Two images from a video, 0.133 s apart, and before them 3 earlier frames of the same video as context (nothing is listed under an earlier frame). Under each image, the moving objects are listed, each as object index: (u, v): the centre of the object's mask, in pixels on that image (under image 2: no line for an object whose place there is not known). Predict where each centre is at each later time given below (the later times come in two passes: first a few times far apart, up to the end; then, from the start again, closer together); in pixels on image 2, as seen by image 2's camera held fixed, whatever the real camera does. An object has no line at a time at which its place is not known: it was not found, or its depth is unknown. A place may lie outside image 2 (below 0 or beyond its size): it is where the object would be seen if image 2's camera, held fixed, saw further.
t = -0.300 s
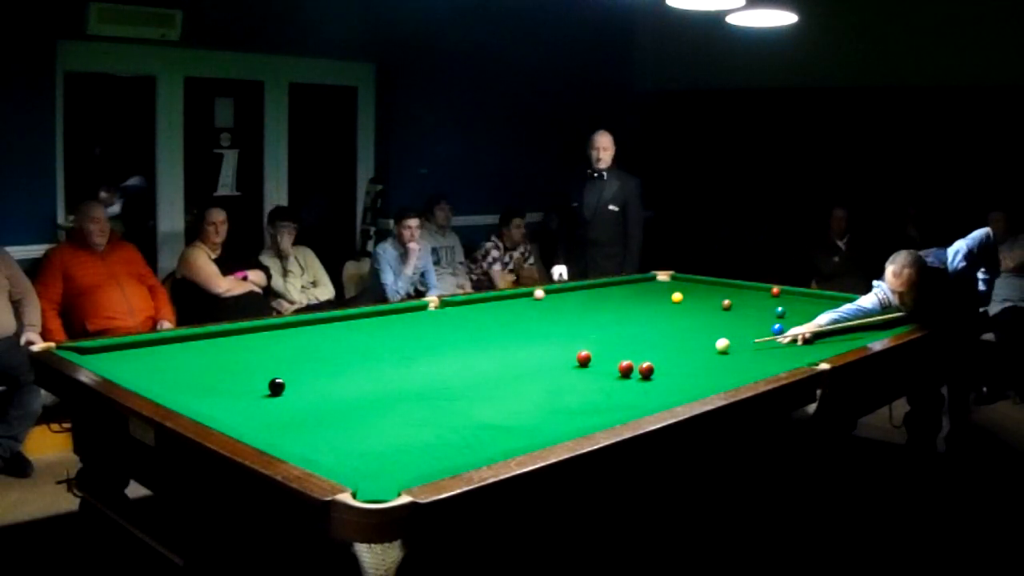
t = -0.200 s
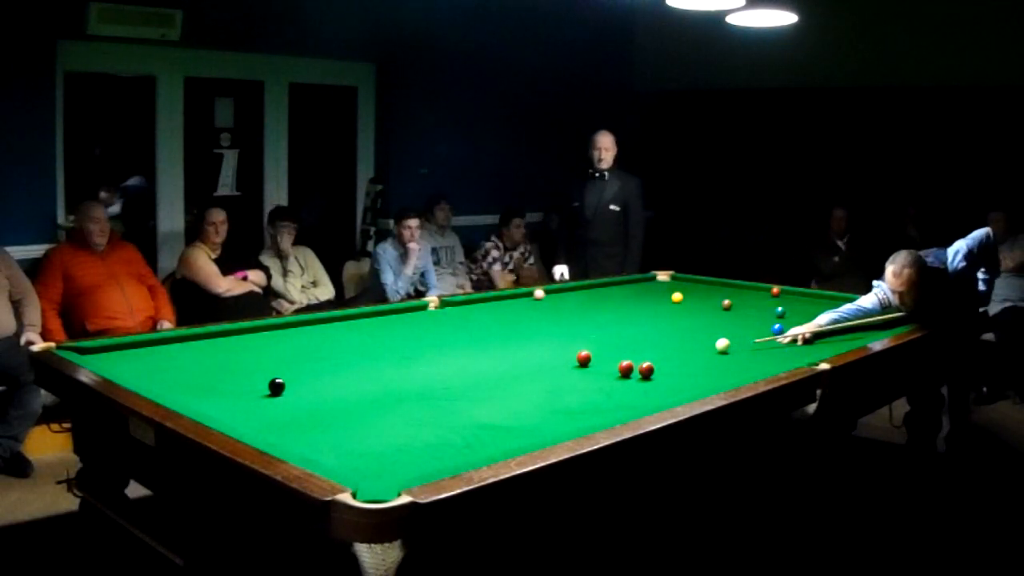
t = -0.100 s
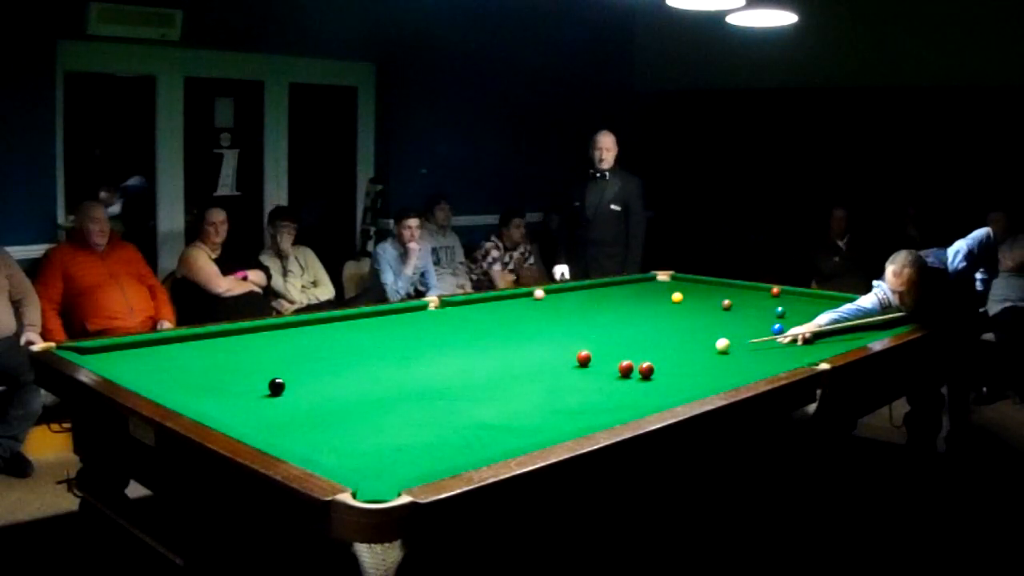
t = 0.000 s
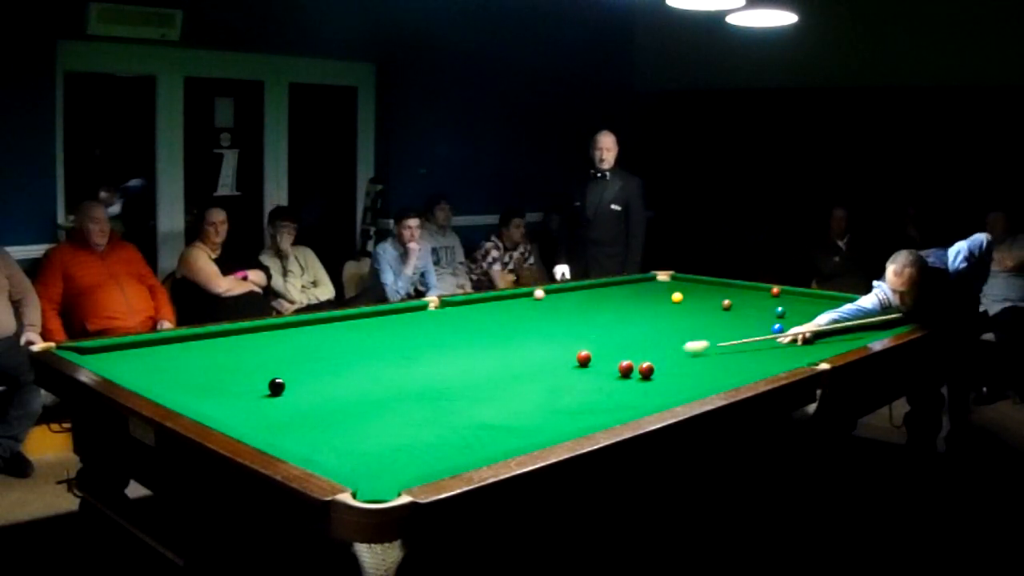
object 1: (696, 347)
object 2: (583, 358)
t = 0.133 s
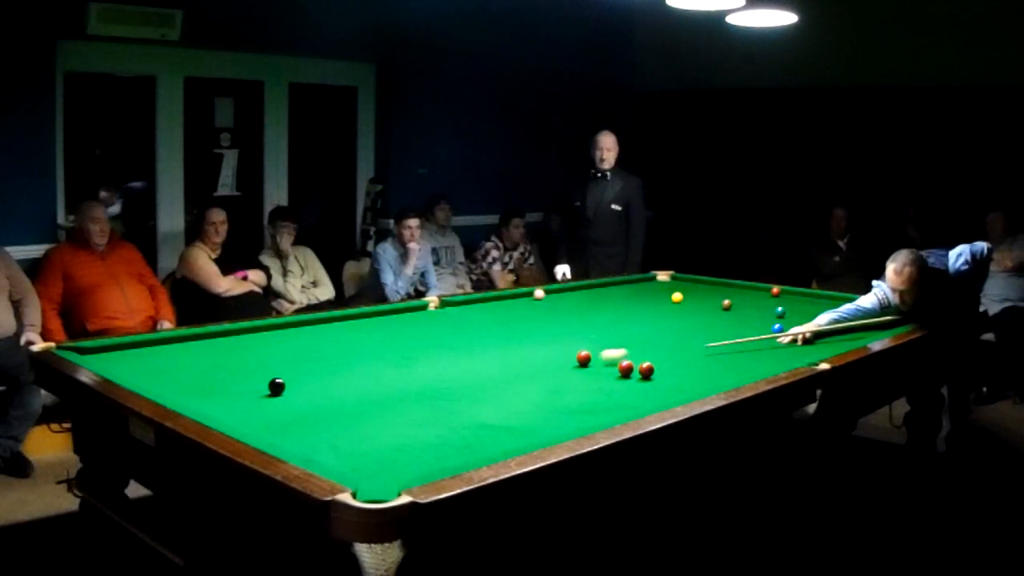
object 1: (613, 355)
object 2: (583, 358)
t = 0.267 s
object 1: (599, 364)
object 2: (516, 357)
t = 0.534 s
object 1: (591, 381)
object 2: (383, 357)
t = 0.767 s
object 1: (583, 396)
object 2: (284, 357)
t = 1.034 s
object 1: (573, 416)
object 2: (175, 356)
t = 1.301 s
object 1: (547, 429)
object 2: (77, 350)
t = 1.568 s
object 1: (495, 439)
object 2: (87, 350)
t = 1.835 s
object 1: (443, 445)
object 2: (110, 347)
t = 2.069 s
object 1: (399, 450)
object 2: (130, 345)
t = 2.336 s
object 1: (350, 456)
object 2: (150, 343)
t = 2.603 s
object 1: (325, 454)
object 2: (167, 341)
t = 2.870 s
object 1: (339, 450)
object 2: (182, 339)
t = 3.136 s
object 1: (352, 444)
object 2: (195, 339)
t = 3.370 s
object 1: (362, 439)
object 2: (205, 338)
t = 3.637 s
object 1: (371, 435)
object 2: (215, 336)
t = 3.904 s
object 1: (377, 432)
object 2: (222, 336)
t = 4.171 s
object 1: (382, 429)
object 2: (228, 335)
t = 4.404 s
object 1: (385, 428)
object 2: (231, 334)
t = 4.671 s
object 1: (386, 427)
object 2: (233, 334)
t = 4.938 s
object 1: (387, 426)
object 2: (233, 334)
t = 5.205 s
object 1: (386, 426)
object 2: (232, 334)
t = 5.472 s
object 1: (387, 426)
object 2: (233, 334)
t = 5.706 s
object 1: (387, 426)
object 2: (232, 334)
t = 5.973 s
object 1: (387, 426)
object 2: (232, 334)
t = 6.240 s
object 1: (386, 426)
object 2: (232, 334)
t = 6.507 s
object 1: (387, 426)
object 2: (232, 334)
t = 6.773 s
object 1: (389, 426)
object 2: (234, 334)
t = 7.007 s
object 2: (234, 334)
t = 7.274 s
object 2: (234, 334)
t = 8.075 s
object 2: (228, 333)
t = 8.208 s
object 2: (227, 333)
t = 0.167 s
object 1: (598, 358)
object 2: (576, 357)
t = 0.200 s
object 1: (599, 360)
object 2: (556, 357)
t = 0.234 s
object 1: (599, 362)
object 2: (536, 357)
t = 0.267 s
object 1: (599, 364)
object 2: (516, 357)
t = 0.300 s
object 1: (598, 366)
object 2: (497, 357)
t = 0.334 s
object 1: (597, 369)
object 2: (479, 357)
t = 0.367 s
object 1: (596, 370)
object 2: (460, 357)
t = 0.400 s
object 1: (595, 372)
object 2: (444, 358)
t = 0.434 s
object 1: (594, 374)
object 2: (428, 358)
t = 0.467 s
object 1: (593, 376)
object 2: (413, 357)
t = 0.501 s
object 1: (592, 378)
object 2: (398, 357)
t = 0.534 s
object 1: (591, 381)
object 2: (383, 357)
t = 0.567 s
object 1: (590, 383)
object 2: (369, 357)
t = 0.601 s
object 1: (589, 385)
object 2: (355, 357)
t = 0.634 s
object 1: (588, 387)
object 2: (341, 357)
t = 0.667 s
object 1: (587, 389)
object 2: (326, 357)
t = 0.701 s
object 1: (585, 391)
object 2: (312, 356)
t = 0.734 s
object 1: (585, 394)
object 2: (298, 357)
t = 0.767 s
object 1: (583, 396)
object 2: (284, 357)
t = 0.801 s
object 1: (582, 398)
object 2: (271, 356)
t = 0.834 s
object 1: (581, 401)
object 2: (257, 356)
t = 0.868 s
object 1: (580, 403)
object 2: (243, 356)
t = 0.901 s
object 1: (579, 406)
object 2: (229, 356)
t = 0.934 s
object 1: (577, 408)
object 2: (215, 356)
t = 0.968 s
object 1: (576, 411)
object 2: (201, 356)
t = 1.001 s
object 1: (575, 414)
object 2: (188, 356)
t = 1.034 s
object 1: (573, 416)
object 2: (175, 356)
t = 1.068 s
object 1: (572, 418)
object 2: (162, 355)
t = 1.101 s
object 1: (571, 420)
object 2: (149, 355)
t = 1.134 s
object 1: (569, 422)
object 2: (136, 355)
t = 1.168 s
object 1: (567, 424)
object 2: (123, 355)
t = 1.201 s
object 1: (566, 425)
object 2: (111, 355)
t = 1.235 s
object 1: (561, 427)
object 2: (98, 353)
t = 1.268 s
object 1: (553, 428)
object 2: (86, 352)
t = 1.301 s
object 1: (547, 429)
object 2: (77, 350)
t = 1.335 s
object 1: (540, 431)
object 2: (76, 349)
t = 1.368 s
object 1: (534, 432)
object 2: (75, 349)
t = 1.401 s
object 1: (528, 433)
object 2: (74, 349)
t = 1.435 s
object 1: (521, 434)
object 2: (74, 350)
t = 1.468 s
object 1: (514, 436)
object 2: (77, 350)
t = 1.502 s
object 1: (508, 437)
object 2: (81, 350)
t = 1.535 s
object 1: (501, 438)
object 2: (84, 350)
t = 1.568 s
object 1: (495, 439)
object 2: (87, 350)
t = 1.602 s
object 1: (488, 440)
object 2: (90, 350)
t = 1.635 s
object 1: (482, 441)
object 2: (93, 349)
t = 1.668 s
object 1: (476, 442)
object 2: (96, 349)
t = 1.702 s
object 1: (469, 442)
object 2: (98, 349)
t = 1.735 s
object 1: (462, 443)
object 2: (101, 348)
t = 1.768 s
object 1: (457, 444)
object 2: (104, 348)
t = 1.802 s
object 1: (450, 445)
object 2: (108, 346)
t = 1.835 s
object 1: (443, 445)
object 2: (110, 347)
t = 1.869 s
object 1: (437, 446)
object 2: (113, 346)
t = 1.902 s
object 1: (431, 447)
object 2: (116, 346)
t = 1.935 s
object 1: (424, 448)
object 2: (119, 346)
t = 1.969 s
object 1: (417, 448)
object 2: (121, 346)
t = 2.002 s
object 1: (411, 449)
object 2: (125, 345)
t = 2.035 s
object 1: (405, 450)
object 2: (127, 345)
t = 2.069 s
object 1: (399, 450)
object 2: (130, 345)
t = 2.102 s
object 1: (392, 451)
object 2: (132, 345)
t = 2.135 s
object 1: (386, 452)
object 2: (135, 345)
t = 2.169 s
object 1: (381, 452)
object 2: (137, 344)
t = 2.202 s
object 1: (375, 453)
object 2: (140, 344)
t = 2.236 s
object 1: (368, 454)
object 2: (142, 344)
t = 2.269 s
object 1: (362, 454)
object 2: (144, 343)
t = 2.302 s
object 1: (356, 455)
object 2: (147, 343)
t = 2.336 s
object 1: (350, 456)
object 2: (150, 343)
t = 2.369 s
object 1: (345, 457)
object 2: (152, 342)
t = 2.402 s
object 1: (339, 457)
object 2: (154, 342)
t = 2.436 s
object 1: (333, 456)
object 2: (157, 342)
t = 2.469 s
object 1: (327, 455)
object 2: (158, 342)
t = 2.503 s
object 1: (322, 455)
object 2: (160, 342)
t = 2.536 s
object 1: (321, 454)
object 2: (163, 342)
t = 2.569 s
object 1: (323, 454)
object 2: (165, 341)
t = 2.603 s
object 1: (325, 454)
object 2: (167, 341)
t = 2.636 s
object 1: (327, 454)
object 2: (169, 341)
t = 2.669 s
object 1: (329, 454)
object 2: (171, 341)
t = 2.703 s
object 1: (331, 453)
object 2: (173, 341)
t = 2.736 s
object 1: (332, 453)
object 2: (174, 340)
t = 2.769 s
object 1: (334, 453)
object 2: (176, 340)
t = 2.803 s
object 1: (336, 452)
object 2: (178, 340)
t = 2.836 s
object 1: (337, 452)
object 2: (180, 340)
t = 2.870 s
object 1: (339, 450)
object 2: (182, 339)
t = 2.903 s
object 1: (341, 450)
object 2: (184, 339)
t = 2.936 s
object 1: (343, 449)
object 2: (186, 339)
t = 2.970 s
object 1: (344, 448)
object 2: (187, 339)
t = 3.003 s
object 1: (346, 447)
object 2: (189, 339)
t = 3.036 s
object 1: (348, 446)
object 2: (191, 339)
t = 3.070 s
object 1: (349, 445)
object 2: (192, 339)
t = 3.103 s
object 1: (351, 445)
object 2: (194, 338)
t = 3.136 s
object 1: (352, 444)
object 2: (195, 339)
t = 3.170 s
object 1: (353, 443)
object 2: (197, 338)
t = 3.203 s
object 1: (355, 443)
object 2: (198, 338)
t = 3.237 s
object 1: (357, 442)
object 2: (200, 338)
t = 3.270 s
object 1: (358, 441)
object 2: (201, 338)
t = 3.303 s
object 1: (359, 441)
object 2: (202, 337)
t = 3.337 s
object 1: (360, 440)
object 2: (204, 337)
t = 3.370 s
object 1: (362, 439)
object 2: (205, 338)
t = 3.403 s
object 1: (363, 439)
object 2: (207, 337)
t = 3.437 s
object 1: (364, 439)
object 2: (208, 337)
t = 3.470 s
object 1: (365, 438)
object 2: (209, 337)
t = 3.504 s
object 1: (367, 437)
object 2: (210, 337)
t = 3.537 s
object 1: (368, 437)
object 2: (211, 337)
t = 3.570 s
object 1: (369, 436)
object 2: (213, 337)
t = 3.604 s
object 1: (370, 436)
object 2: (214, 337)
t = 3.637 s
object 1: (371, 435)
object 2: (215, 336)
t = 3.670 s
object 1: (372, 435)
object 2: (216, 336)
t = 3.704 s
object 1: (372, 434)
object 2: (217, 336)
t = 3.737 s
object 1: (373, 434)
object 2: (218, 336)
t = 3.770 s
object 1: (374, 433)
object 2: (219, 336)
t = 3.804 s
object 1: (375, 433)
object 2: (220, 335)
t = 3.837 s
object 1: (375, 432)
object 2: (220, 335)
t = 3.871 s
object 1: (376, 432)
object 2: (222, 336)
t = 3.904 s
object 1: (377, 432)
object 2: (222, 336)
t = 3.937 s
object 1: (377, 432)
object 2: (223, 335)
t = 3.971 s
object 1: (378, 431)
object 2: (224, 335)
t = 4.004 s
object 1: (378, 431)
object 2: (224, 335)
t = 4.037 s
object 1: (379, 431)
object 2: (225, 335)
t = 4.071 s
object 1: (380, 430)
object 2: (226, 335)
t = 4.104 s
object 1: (380, 430)
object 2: (227, 335)
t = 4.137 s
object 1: (381, 430)
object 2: (227, 335)
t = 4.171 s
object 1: (382, 429)
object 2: (228, 335)
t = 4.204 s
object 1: (382, 429)
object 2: (228, 335)
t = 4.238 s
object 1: (383, 429)
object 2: (228, 335)
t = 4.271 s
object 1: (383, 428)
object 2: (229, 335)
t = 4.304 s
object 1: (384, 428)
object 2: (230, 335)
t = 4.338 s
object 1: (384, 428)
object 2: (230, 335)
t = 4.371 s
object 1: (384, 428)
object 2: (230, 335)
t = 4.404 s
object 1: (385, 428)
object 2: (231, 334)
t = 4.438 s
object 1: (385, 428)
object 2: (231, 334)
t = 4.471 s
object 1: (385, 427)
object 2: (232, 334)
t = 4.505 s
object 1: (386, 427)
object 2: (232, 334)
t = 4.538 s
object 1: (386, 427)
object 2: (232, 334)
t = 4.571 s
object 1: (386, 427)
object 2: (232, 334)
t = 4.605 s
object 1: (386, 427)
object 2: (232, 334)
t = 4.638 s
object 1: (386, 427)
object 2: (233, 334)
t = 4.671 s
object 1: (386, 427)
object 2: (233, 334)
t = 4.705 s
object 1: (386, 426)
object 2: (233, 334)
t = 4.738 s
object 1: (387, 426)
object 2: (233, 334)
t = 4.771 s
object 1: (386, 426)
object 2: (233, 334)
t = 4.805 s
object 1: (386, 426)
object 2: (233, 334)
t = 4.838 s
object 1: (387, 426)
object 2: (233, 334)
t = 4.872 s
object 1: (386, 426)
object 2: (233, 334)
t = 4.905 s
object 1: (387, 426)
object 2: (233, 334)
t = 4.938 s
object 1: (387, 426)
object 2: (233, 334)
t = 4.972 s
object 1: (387, 426)
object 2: (233, 334)
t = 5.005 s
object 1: (387, 426)
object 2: (233, 334)
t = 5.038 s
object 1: (387, 426)
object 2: (232, 334)
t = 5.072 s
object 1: (387, 426)
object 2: (233, 334)
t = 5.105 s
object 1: (387, 426)
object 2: (233, 334)
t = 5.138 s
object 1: (387, 426)
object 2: (233, 334)
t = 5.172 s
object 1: (387, 426)
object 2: (233, 334)
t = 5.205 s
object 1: (386, 426)
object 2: (232, 334)
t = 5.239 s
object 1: (387, 426)
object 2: (232, 334)
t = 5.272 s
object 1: (387, 426)
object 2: (233, 334)
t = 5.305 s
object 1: (387, 426)
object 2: (233, 334)
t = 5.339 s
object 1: (387, 426)
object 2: (232, 334)
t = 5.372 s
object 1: (387, 426)
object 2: (233, 334)
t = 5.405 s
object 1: (387, 426)
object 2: (232, 334)
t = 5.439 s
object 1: (387, 426)
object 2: (233, 334)
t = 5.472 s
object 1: (387, 426)
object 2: (233, 334)
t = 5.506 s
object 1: (387, 426)
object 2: (233, 334)
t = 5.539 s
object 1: (387, 426)
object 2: (233, 334)
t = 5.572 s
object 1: (387, 426)
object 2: (232, 334)
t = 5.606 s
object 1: (387, 426)
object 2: (233, 334)
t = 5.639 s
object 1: (387, 426)
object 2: (233, 334)
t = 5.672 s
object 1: (387, 426)
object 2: (233, 334)
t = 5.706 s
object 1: (387, 426)
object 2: (232, 334)
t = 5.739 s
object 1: (387, 426)
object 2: (233, 334)
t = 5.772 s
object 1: (387, 426)
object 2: (232, 334)
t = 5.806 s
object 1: (387, 426)
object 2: (233, 334)
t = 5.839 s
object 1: (387, 426)
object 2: (232, 334)
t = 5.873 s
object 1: (387, 426)
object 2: (232, 334)
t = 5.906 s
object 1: (387, 426)
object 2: (233, 334)
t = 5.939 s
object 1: (387, 426)
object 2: (233, 334)
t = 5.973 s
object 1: (387, 426)
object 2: (232, 334)
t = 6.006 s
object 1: (387, 426)
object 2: (232, 334)
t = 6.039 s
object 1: (387, 426)
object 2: (232, 334)
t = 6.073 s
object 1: (387, 427)
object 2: (233, 335)
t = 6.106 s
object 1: (389, 426)
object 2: (234, 334)
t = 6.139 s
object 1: (389, 426)
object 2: (234, 334)
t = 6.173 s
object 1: (390, 426)
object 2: (234, 334)
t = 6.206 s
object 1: (390, 426)
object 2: (234, 334)
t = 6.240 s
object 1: (386, 426)
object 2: (232, 334)
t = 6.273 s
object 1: (387, 426)
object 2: (232, 334)
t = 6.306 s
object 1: (387, 426)
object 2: (232, 334)
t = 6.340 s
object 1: (389, 426)
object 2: (234, 334)
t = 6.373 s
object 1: (387, 426)
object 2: (232, 334)
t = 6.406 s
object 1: (389, 426)
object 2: (234, 334)
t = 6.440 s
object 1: (387, 426)
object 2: (232, 334)
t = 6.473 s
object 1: (387, 426)
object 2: (232, 334)
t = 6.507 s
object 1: (387, 426)
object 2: (232, 334)
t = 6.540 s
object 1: (389, 426)
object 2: (234, 334)
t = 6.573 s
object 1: (389, 426)
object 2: (234, 334)
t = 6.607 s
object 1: (389, 426)
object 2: (234, 334)
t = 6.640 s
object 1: (389, 426)
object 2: (234, 334)
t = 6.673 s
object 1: (390, 426)
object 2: (235, 334)
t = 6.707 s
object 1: (389, 426)
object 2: (234, 334)
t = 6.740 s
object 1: (390, 426)
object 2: (234, 334)
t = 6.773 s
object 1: (389, 426)
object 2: (234, 334)
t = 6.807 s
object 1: (390, 426)
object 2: (234, 334)
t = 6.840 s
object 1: (390, 426)
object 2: (234, 334)
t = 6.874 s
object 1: (390, 426)
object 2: (234, 334)
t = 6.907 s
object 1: (389, 426)
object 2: (234, 334)
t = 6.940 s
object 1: (389, 426)
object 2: (234, 334)
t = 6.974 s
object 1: (389, 426)
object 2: (234, 334)
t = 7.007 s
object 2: (234, 334)
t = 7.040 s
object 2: (234, 334)
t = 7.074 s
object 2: (235, 334)
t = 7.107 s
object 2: (235, 334)
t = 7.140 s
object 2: (235, 334)
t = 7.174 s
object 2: (234, 334)
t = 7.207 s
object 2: (234, 334)
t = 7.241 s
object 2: (234, 334)
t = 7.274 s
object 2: (234, 334)
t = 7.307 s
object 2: (234, 334)
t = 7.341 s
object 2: (234, 334)
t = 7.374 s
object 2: (234, 334)
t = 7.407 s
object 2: (235, 334)
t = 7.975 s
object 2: (231, 334)
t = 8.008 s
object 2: (230, 334)
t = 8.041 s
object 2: (229, 333)
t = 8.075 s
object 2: (228, 333)
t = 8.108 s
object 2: (227, 333)
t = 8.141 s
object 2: (226, 333)
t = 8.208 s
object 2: (227, 333)
